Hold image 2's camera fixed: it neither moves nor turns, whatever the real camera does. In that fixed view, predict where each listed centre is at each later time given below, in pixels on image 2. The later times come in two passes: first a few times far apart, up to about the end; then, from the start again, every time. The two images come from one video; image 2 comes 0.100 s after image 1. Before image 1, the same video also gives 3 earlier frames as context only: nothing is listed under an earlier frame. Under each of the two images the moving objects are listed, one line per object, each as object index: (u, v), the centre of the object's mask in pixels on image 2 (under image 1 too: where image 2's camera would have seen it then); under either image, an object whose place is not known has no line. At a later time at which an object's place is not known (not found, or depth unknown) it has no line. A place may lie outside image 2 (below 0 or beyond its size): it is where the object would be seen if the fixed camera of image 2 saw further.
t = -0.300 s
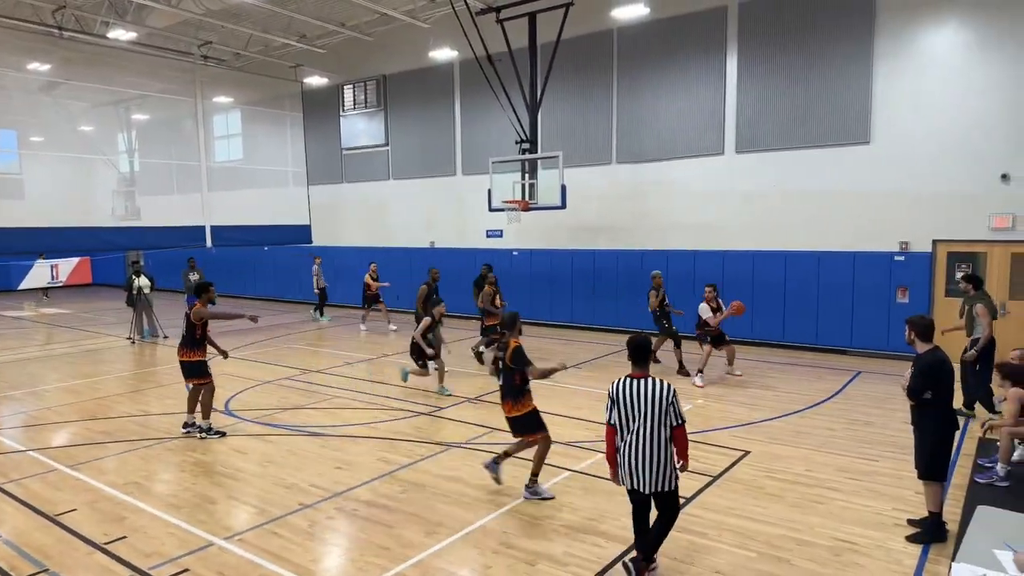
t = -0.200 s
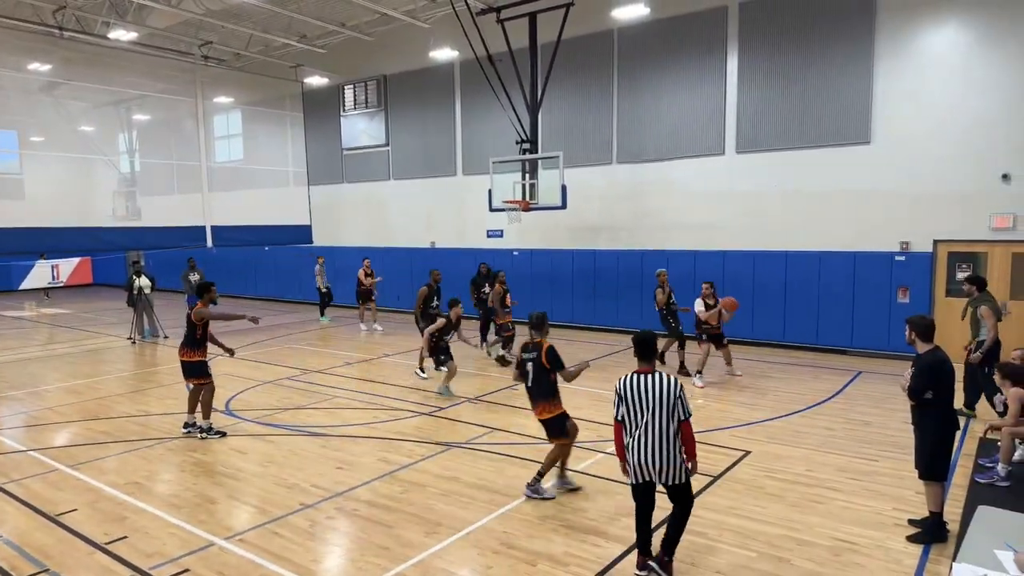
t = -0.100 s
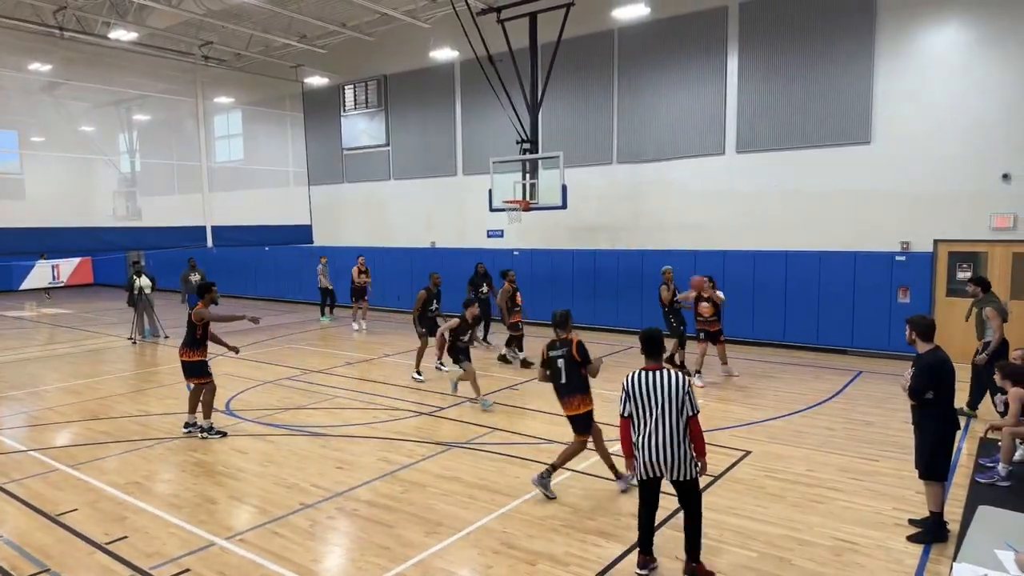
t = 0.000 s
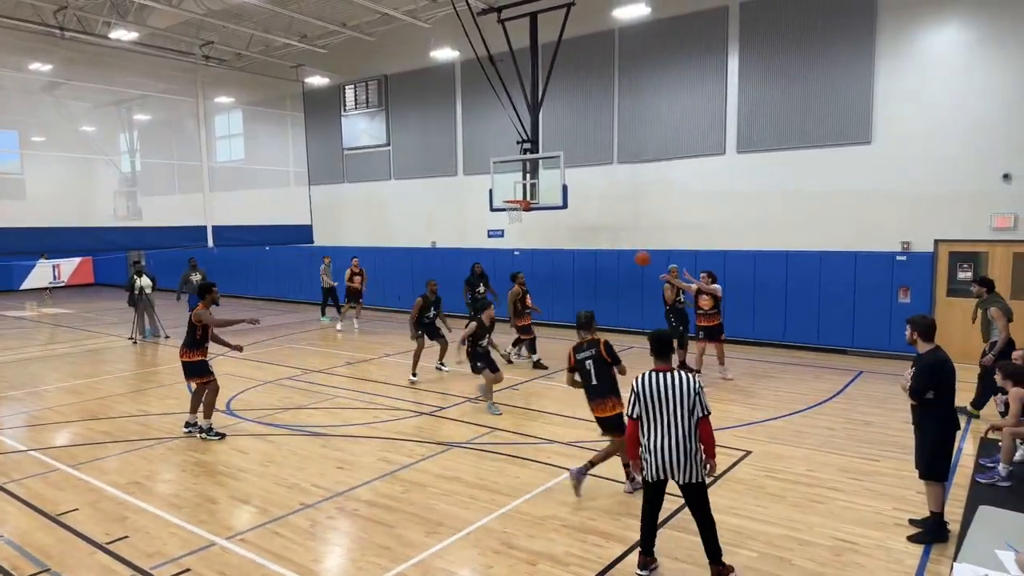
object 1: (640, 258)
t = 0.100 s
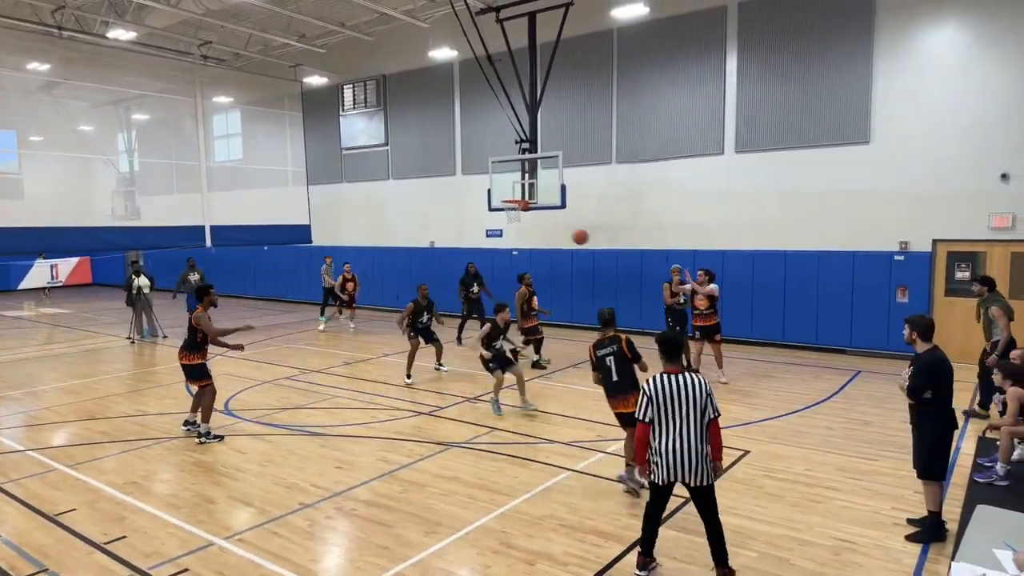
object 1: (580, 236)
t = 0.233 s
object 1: (498, 218)
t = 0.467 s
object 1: (351, 211)
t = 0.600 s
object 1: (265, 224)
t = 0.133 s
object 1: (560, 231)
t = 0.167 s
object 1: (539, 225)
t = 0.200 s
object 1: (519, 222)
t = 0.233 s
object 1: (498, 218)
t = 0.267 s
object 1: (477, 213)
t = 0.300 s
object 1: (457, 212)
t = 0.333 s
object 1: (435, 210)
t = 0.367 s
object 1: (415, 210)
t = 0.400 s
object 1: (393, 210)
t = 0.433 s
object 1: (372, 210)
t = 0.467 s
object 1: (351, 211)
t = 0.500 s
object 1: (329, 213)
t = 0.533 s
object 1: (308, 216)
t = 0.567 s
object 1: (286, 220)
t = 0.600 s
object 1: (265, 224)
